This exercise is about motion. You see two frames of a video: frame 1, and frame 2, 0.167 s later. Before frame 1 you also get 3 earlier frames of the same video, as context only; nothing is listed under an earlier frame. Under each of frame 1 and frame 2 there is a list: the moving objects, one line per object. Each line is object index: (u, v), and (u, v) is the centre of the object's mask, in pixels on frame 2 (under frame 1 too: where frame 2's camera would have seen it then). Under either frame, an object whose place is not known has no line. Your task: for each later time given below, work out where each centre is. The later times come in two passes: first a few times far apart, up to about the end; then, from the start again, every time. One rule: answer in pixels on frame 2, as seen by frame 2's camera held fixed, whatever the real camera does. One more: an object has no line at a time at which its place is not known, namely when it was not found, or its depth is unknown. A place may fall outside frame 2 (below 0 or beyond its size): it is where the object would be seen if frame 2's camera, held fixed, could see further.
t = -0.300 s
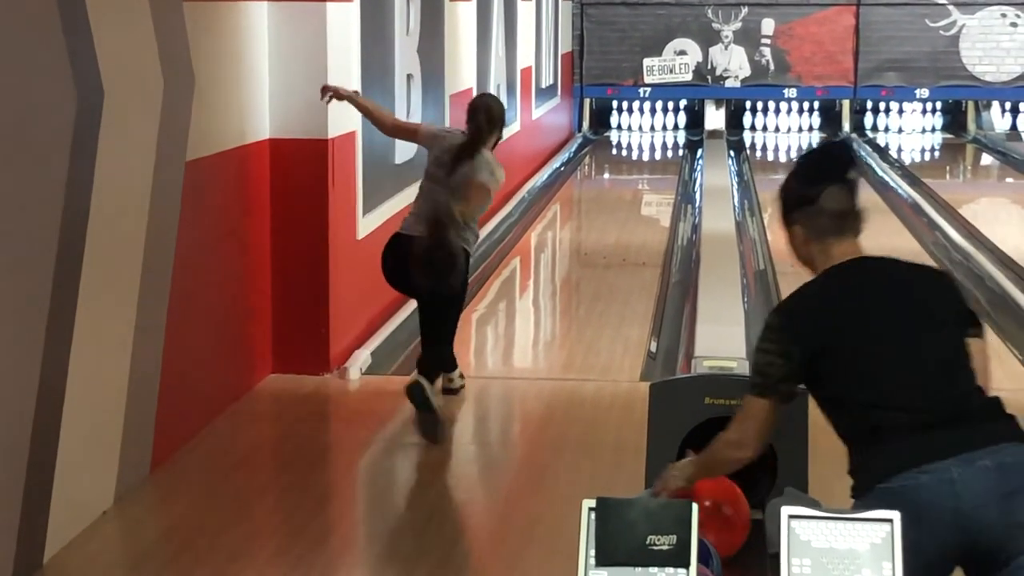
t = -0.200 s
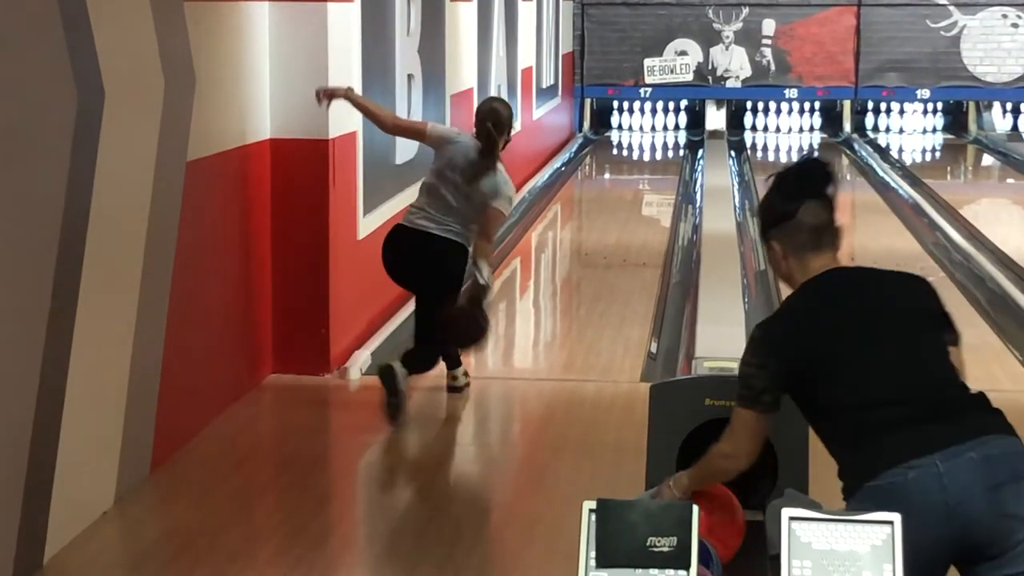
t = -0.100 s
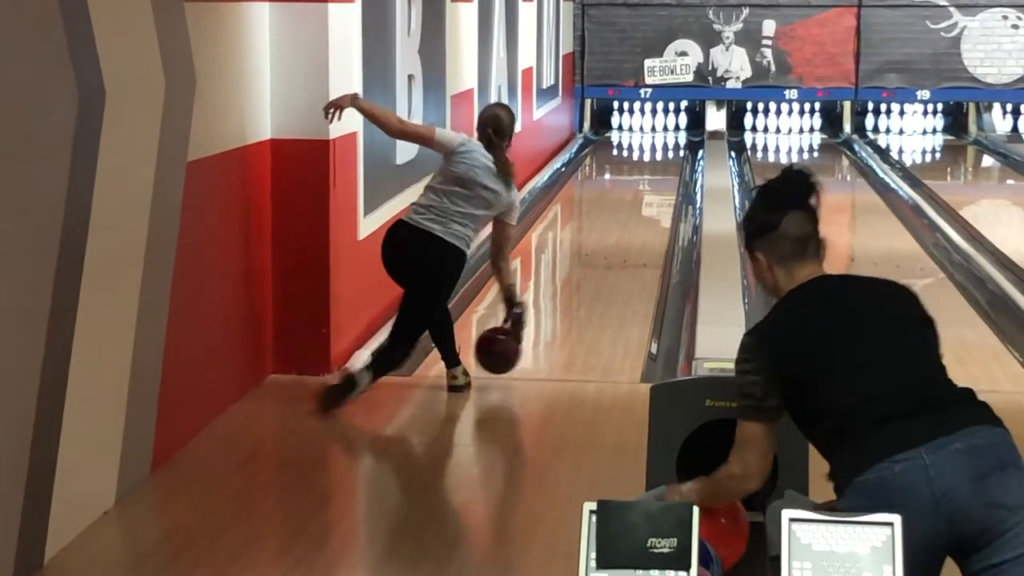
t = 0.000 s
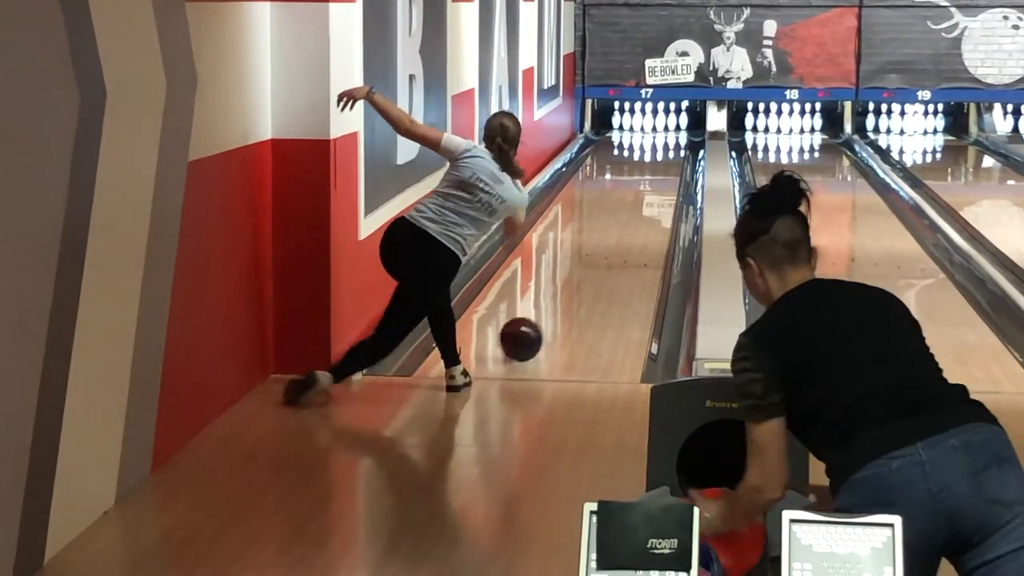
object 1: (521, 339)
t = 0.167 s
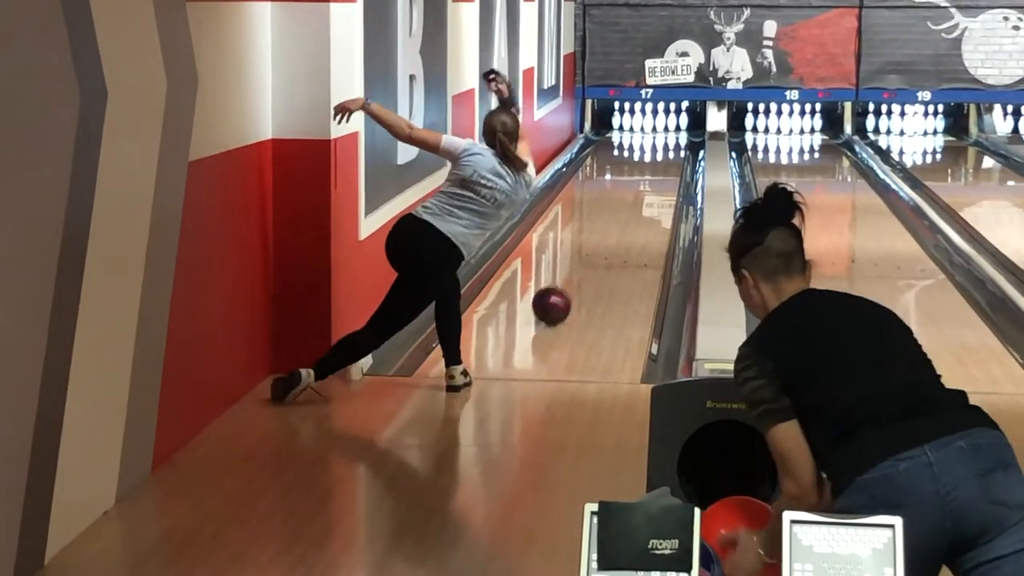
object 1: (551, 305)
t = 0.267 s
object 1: (566, 287)
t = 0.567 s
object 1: (602, 244)
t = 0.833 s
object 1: (624, 216)
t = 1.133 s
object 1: (643, 191)
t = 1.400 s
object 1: (654, 174)
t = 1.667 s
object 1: (662, 161)
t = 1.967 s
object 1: (667, 147)
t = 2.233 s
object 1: (665, 138)
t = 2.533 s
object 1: (659, 129)
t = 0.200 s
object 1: (557, 299)
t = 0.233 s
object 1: (562, 293)
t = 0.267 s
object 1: (566, 287)
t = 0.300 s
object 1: (571, 282)
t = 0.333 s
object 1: (575, 277)
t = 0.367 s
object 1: (580, 271)
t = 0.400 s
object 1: (584, 266)
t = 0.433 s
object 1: (587, 261)
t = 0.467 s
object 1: (591, 257)
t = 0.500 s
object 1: (595, 252)
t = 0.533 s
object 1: (598, 248)
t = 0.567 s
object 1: (602, 244)
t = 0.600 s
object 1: (605, 240)
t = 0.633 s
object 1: (608, 236)
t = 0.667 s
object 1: (611, 233)
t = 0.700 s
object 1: (614, 230)
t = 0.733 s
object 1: (616, 226)
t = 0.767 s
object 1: (619, 223)
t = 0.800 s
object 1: (622, 219)
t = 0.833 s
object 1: (624, 216)
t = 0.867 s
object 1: (627, 213)
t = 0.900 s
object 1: (629, 210)
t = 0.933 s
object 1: (631, 207)
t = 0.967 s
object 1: (633, 204)
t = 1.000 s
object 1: (635, 201)
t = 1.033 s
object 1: (637, 199)
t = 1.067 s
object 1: (639, 196)
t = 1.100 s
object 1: (641, 193)
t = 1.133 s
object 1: (643, 191)
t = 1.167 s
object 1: (644, 189)
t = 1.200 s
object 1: (646, 186)
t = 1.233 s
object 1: (647, 184)
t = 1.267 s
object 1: (649, 182)
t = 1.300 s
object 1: (650, 180)
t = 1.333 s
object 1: (652, 178)
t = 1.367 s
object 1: (653, 176)
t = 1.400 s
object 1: (654, 174)
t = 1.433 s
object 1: (655, 172)
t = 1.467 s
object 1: (657, 171)
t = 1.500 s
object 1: (658, 169)
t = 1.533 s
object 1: (659, 167)
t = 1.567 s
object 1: (660, 165)
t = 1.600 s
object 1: (661, 164)
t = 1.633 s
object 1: (661, 162)
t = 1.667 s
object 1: (662, 161)
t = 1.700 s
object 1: (663, 159)
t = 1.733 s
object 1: (664, 157)
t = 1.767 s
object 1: (664, 156)
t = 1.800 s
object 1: (665, 154)
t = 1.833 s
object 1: (665, 152)
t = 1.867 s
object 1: (666, 151)
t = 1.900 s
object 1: (666, 150)
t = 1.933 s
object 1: (667, 148)
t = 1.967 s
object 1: (667, 147)
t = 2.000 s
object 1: (666, 146)
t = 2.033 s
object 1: (667, 144)
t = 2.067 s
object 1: (666, 143)
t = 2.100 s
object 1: (666, 142)
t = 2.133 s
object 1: (666, 141)
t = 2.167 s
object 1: (666, 140)
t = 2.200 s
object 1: (666, 139)
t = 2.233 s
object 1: (665, 138)
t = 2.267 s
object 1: (665, 137)
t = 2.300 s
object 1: (664, 136)
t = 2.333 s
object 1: (663, 135)
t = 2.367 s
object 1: (663, 133)
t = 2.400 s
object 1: (662, 133)
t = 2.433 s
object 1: (661, 132)
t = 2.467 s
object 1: (661, 131)
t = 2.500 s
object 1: (660, 130)
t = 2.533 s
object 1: (659, 129)
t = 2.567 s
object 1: (658, 129)
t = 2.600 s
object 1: (657, 128)
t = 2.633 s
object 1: (656, 128)
